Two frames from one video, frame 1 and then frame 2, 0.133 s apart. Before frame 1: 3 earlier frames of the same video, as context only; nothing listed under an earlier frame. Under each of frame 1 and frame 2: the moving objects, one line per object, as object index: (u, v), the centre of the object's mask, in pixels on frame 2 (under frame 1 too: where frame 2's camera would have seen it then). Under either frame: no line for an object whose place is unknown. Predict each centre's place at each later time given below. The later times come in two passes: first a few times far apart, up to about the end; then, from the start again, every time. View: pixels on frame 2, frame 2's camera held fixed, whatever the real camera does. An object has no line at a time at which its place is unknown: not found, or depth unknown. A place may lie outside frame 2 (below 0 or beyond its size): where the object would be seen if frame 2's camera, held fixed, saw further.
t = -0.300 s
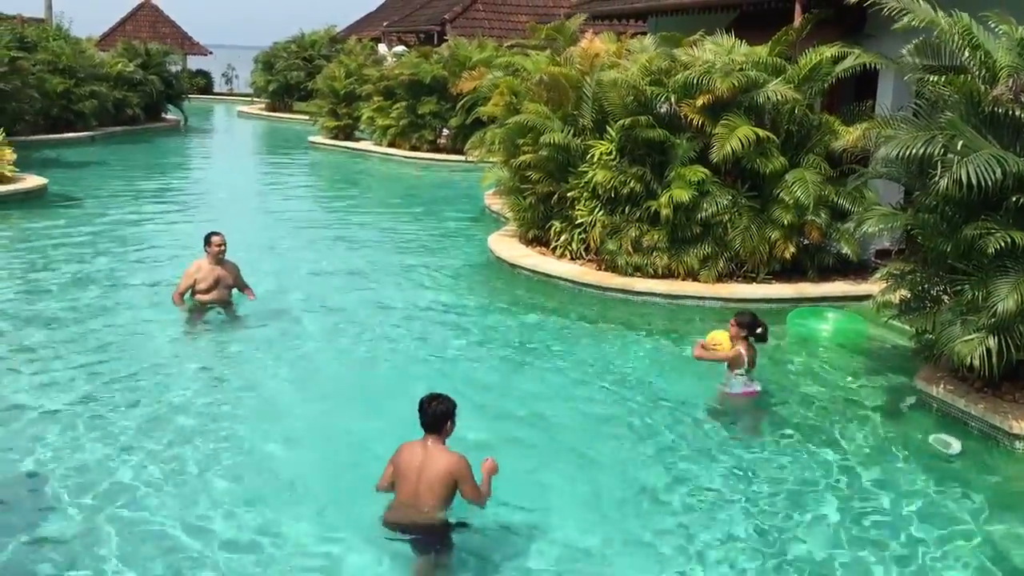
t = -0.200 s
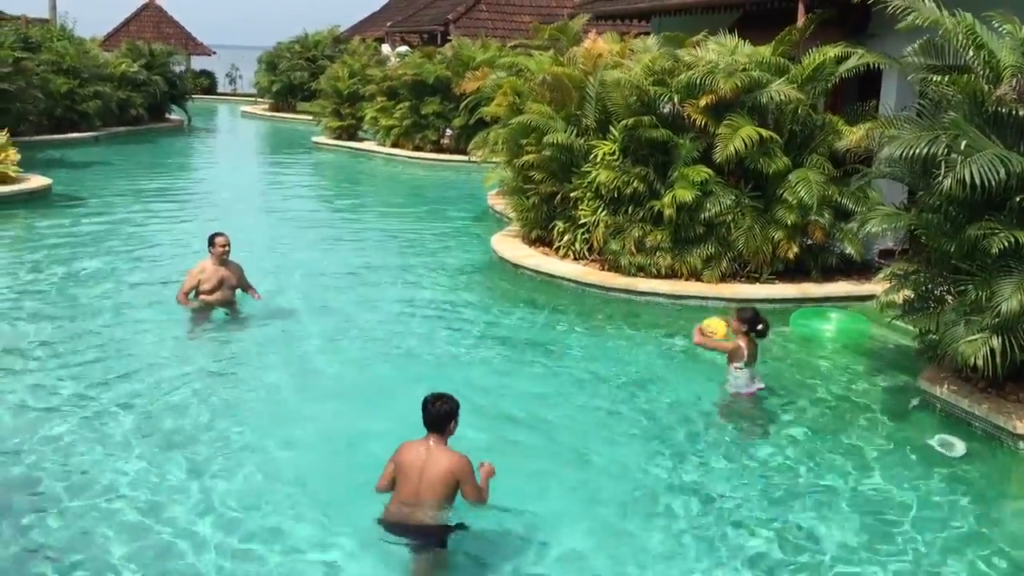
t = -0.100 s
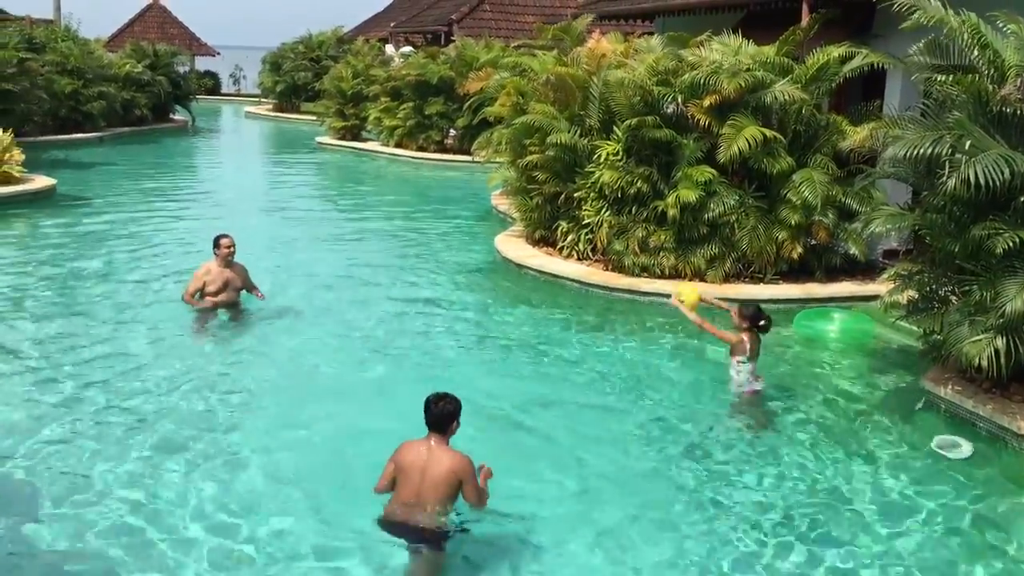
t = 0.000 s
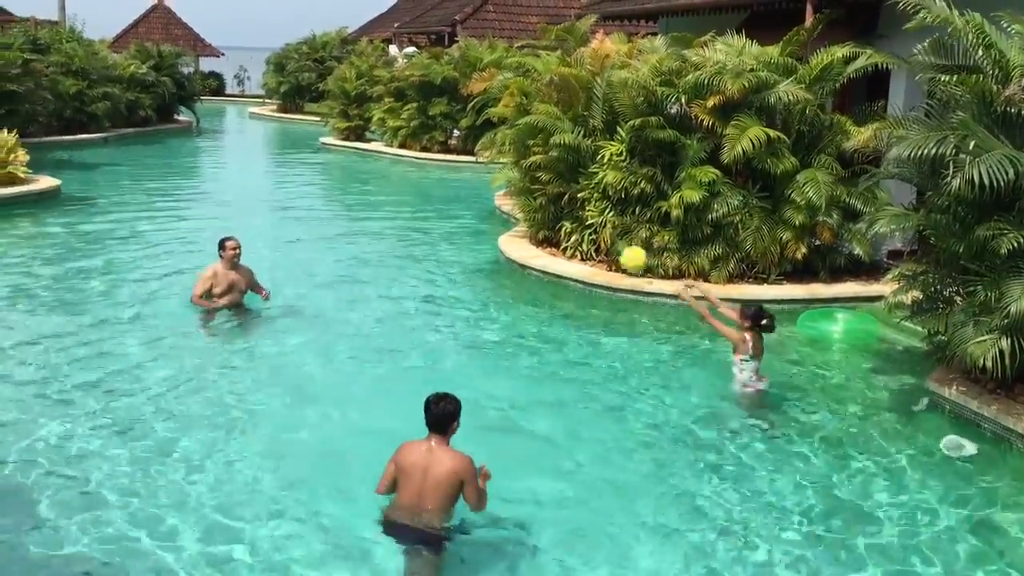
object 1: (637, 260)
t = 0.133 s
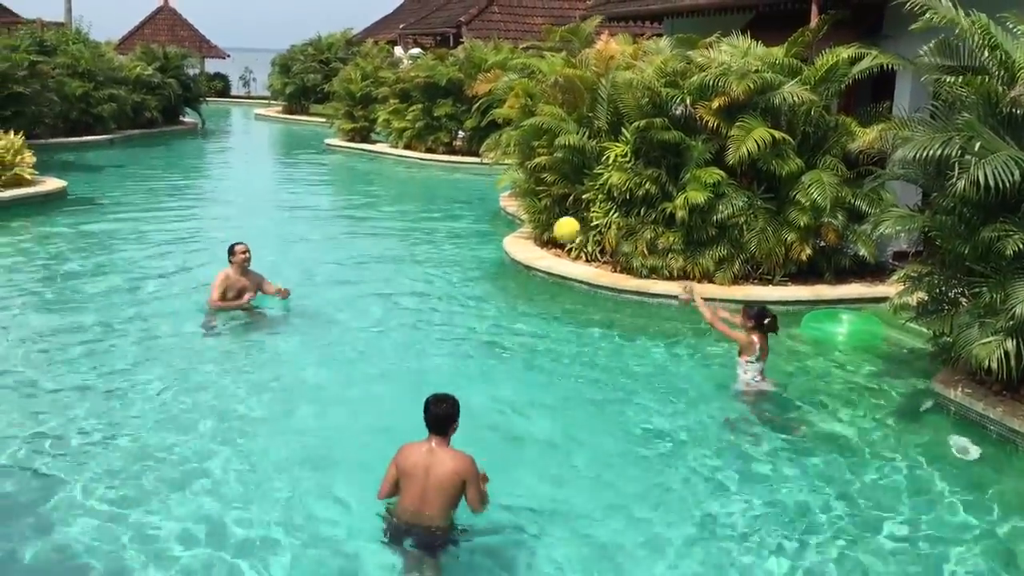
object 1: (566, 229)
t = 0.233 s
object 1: (516, 219)
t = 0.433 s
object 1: (427, 237)
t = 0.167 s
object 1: (549, 225)
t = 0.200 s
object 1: (532, 221)
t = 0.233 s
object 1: (516, 219)
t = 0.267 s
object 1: (501, 219)
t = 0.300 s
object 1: (485, 220)
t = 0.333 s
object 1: (469, 223)
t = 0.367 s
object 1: (455, 226)
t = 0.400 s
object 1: (441, 231)
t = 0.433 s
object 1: (427, 237)
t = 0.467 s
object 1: (413, 245)
